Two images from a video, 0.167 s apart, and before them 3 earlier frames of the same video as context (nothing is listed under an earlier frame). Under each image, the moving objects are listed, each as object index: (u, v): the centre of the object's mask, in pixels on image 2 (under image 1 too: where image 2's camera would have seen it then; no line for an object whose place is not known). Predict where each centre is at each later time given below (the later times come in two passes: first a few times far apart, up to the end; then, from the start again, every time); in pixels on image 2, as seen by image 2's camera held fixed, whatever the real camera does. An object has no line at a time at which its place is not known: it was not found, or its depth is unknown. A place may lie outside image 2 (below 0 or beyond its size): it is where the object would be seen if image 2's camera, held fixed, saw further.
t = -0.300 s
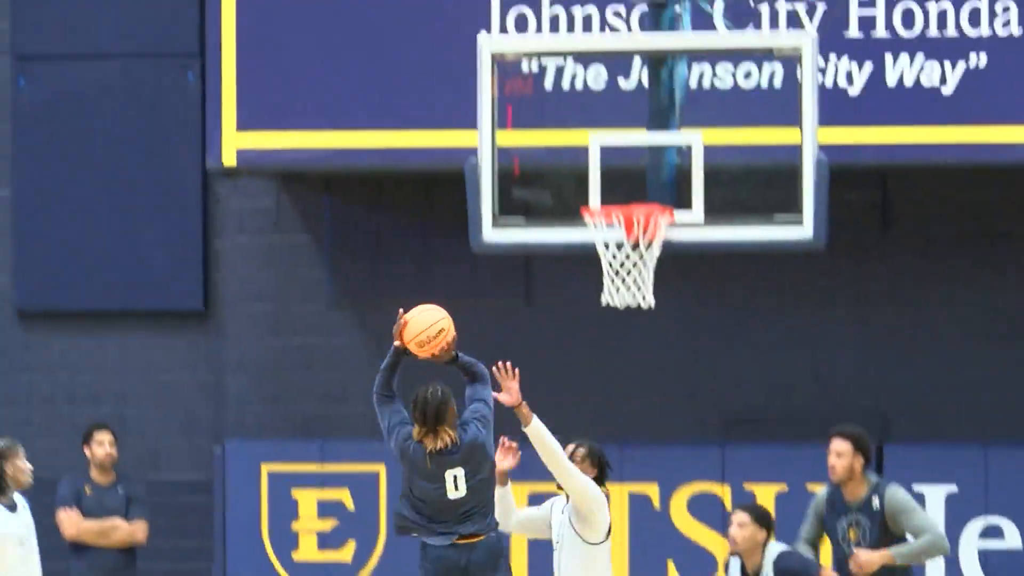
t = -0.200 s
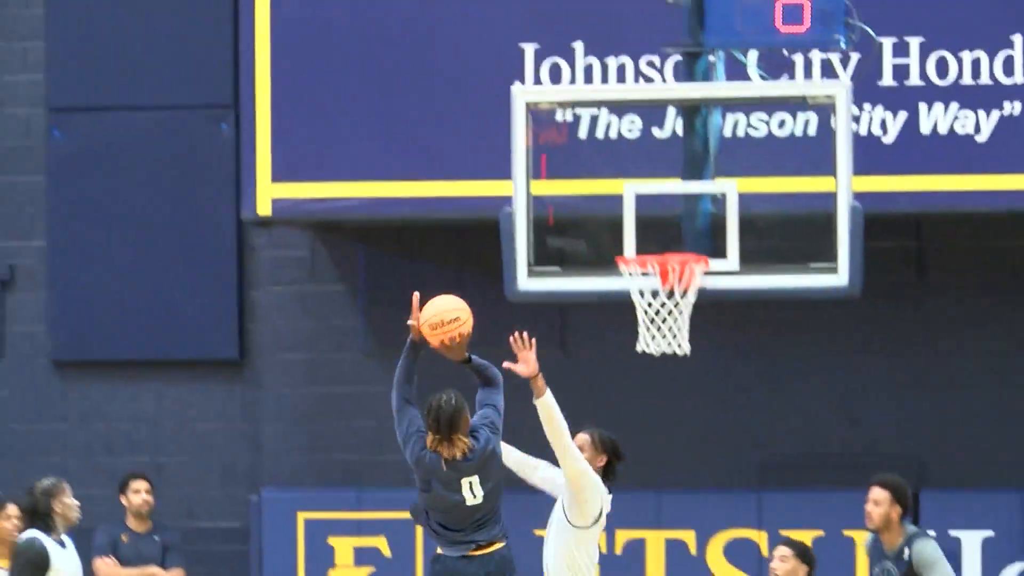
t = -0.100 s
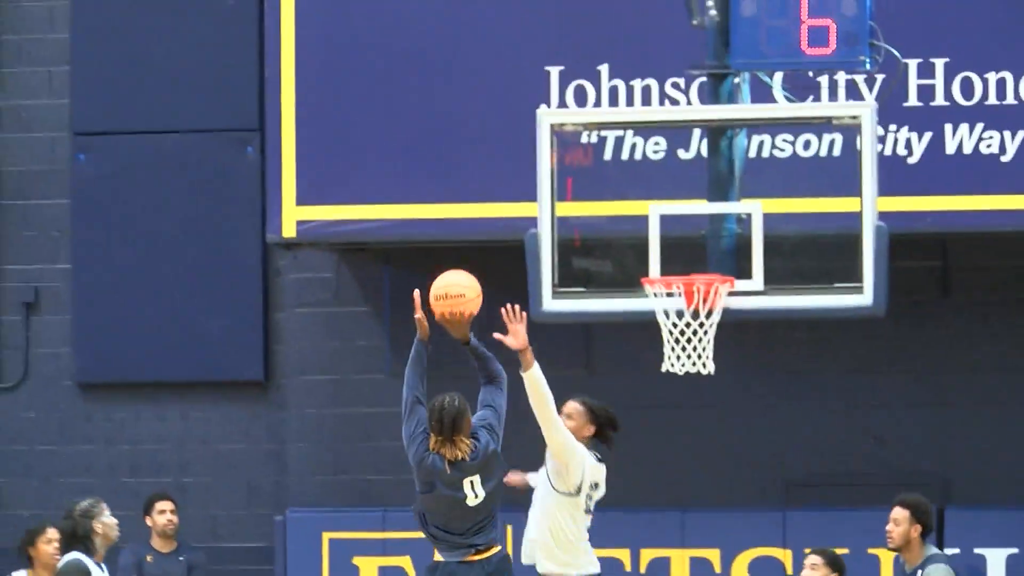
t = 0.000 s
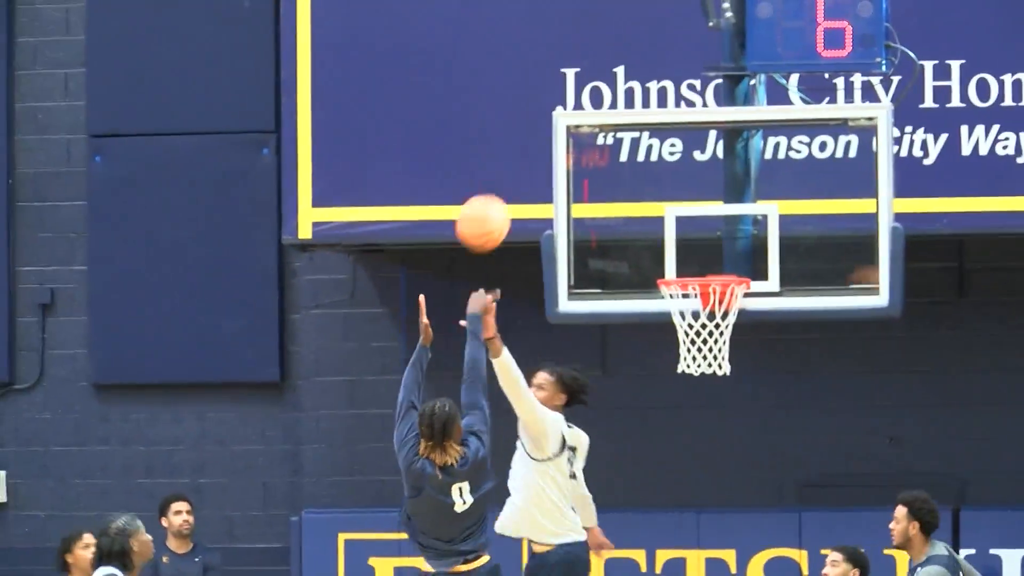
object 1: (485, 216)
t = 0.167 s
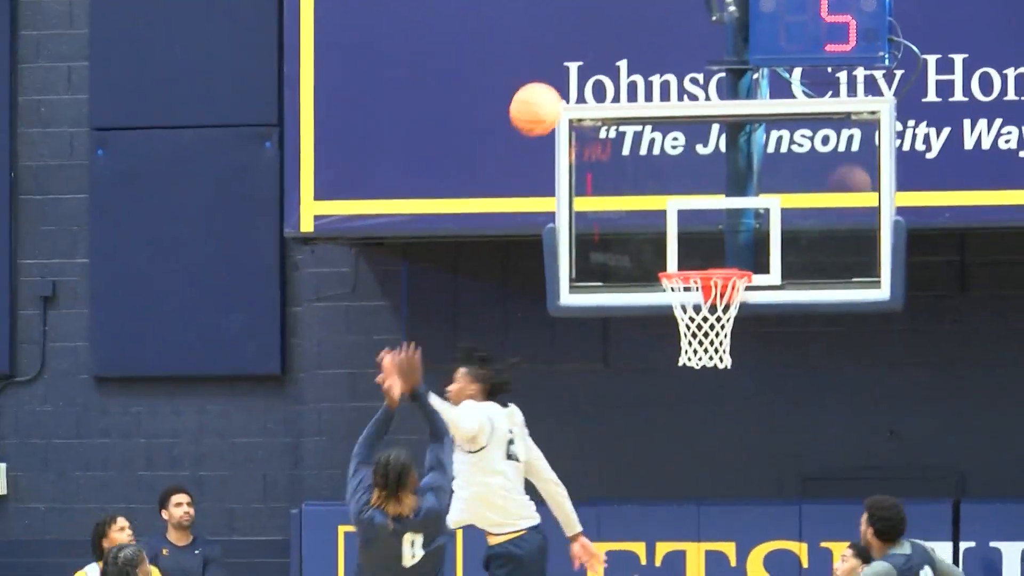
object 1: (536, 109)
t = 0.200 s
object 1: (545, 95)
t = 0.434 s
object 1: (611, 59)
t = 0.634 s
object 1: (664, 110)
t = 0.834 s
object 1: (716, 234)
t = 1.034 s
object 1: (658, 303)
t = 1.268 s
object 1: (674, 325)
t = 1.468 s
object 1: (714, 416)
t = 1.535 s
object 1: (713, 456)
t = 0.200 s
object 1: (545, 95)
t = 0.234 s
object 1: (555, 83)
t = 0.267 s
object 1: (565, 74)
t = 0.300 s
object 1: (574, 67)
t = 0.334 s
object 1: (584, 62)
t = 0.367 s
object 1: (593, 58)
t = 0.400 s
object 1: (602, 58)
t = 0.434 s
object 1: (611, 59)
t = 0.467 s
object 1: (620, 62)
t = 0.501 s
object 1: (629, 67)
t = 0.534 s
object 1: (637, 75)
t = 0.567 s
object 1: (647, 84)
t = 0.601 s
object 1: (655, 96)
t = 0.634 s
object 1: (664, 110)
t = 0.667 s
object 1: (673, 126)
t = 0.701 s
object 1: (682, 143)
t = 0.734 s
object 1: (691, 164)
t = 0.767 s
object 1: (699, 183)
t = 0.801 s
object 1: (708, 209)
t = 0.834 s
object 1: (716, 234)
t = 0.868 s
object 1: (725, 254)
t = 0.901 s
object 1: (714, 279)
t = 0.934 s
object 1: (690, 290)
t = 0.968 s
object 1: (669, 302)
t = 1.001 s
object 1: (661, 304)
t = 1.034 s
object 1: (658, 303)
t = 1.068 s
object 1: (655, 303)
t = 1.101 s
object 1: (654, 301)
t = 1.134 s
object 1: (655, 302)
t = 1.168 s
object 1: (658, 303)
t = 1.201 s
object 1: (661, 307)
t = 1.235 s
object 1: (667, 315)
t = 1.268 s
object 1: (674, 325)
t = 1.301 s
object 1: (681, 342)
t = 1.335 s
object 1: (687, 346)
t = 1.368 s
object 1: (694, 361)
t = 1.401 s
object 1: (702, 376)
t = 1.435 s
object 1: (708, 395)
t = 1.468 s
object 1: (714, 416)
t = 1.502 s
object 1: (720, 437)
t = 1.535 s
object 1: (713, 456)
